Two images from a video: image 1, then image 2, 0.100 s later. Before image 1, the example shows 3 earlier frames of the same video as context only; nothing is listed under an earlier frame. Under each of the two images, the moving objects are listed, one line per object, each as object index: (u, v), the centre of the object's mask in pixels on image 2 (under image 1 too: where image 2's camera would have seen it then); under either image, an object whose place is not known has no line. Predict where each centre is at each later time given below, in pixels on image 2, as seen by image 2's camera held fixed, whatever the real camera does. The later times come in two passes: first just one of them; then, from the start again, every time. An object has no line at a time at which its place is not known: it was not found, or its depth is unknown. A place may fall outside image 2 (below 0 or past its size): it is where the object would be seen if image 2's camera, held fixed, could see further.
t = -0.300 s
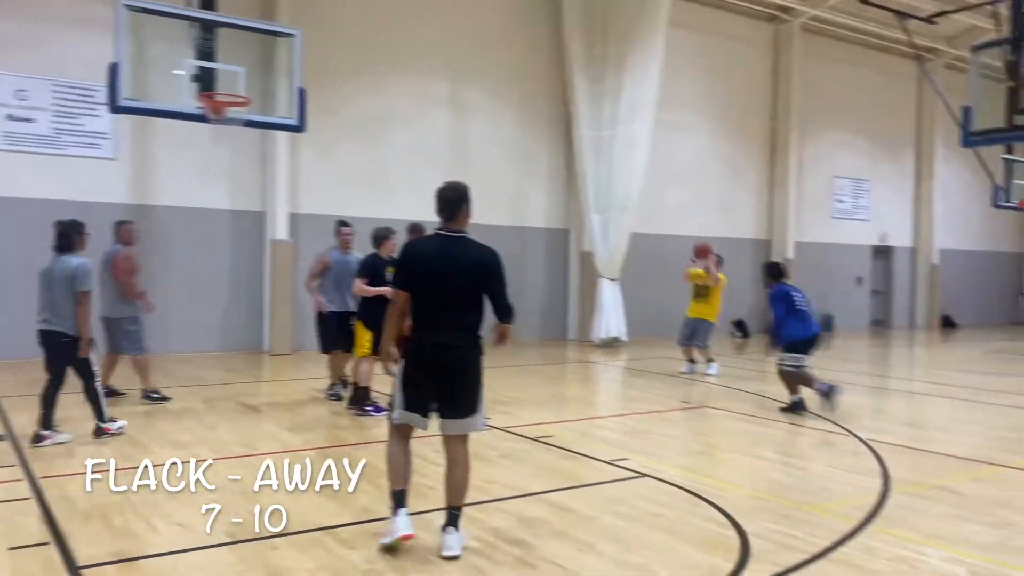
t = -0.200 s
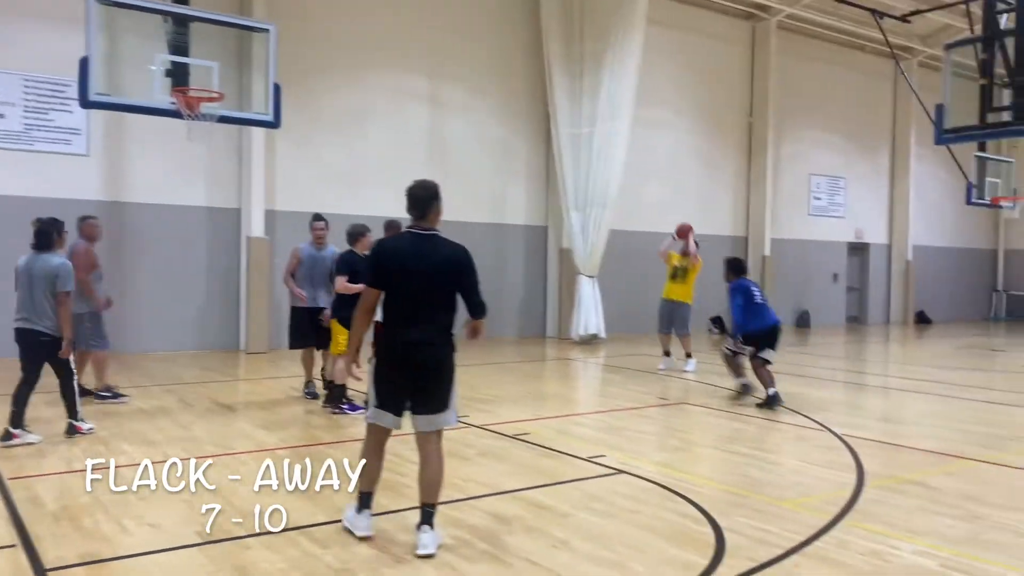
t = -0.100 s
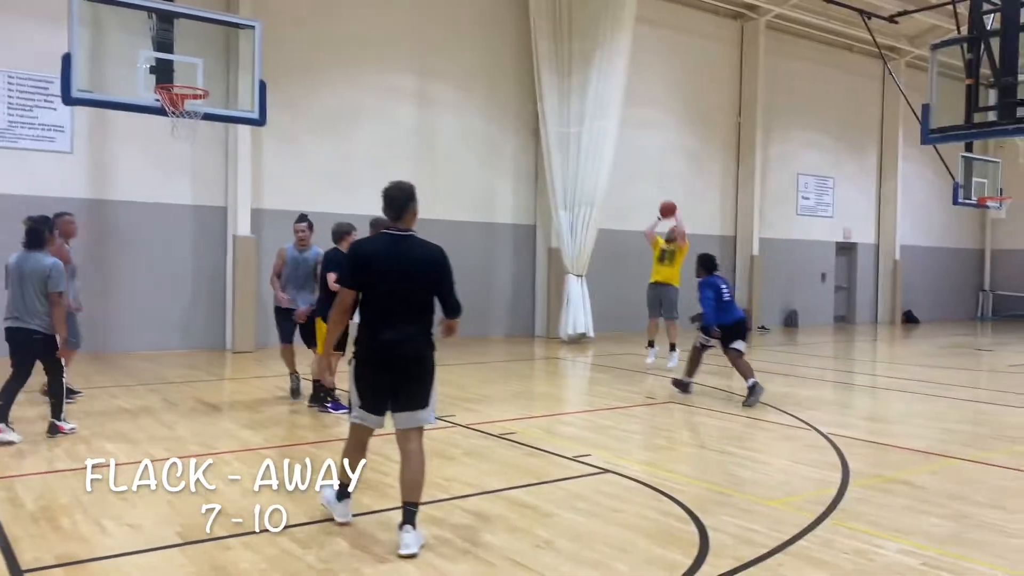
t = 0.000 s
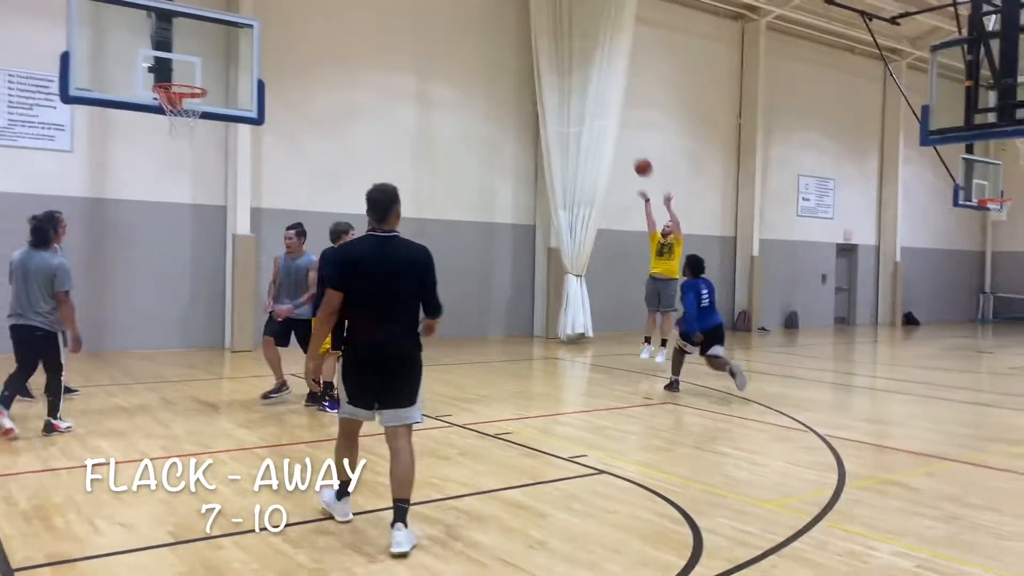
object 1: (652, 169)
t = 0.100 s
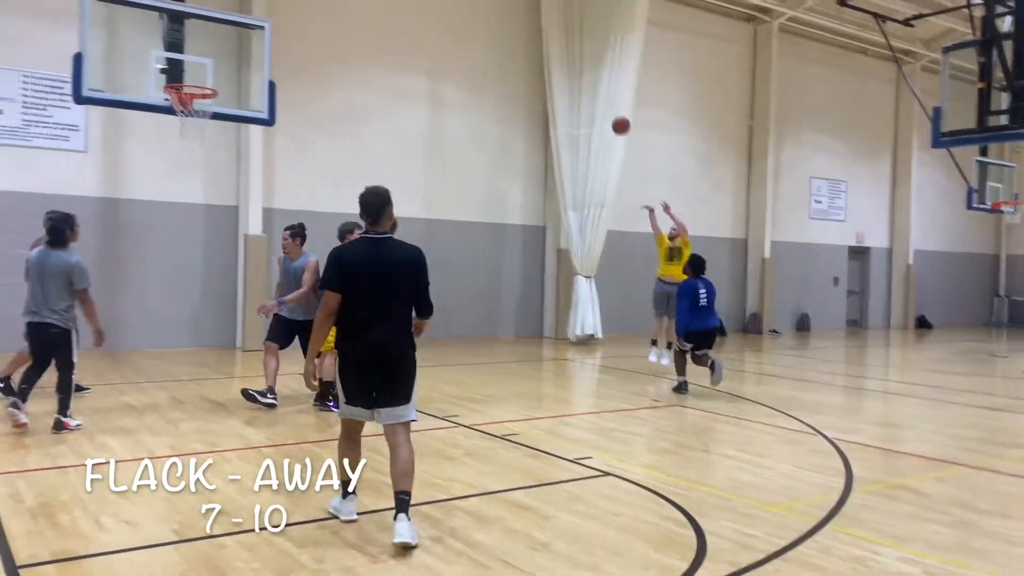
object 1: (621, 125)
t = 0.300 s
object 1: (549, 55)
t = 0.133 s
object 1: (609, 112)
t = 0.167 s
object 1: (598, 99)
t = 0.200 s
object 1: (586, 88)
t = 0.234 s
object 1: (574, 77)
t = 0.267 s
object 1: (562, 65)
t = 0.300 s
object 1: (549, 55)
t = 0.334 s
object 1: (538, 46)
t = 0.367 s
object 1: (526, 37)
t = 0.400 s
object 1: (513, 29)
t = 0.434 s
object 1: (500, 22)
